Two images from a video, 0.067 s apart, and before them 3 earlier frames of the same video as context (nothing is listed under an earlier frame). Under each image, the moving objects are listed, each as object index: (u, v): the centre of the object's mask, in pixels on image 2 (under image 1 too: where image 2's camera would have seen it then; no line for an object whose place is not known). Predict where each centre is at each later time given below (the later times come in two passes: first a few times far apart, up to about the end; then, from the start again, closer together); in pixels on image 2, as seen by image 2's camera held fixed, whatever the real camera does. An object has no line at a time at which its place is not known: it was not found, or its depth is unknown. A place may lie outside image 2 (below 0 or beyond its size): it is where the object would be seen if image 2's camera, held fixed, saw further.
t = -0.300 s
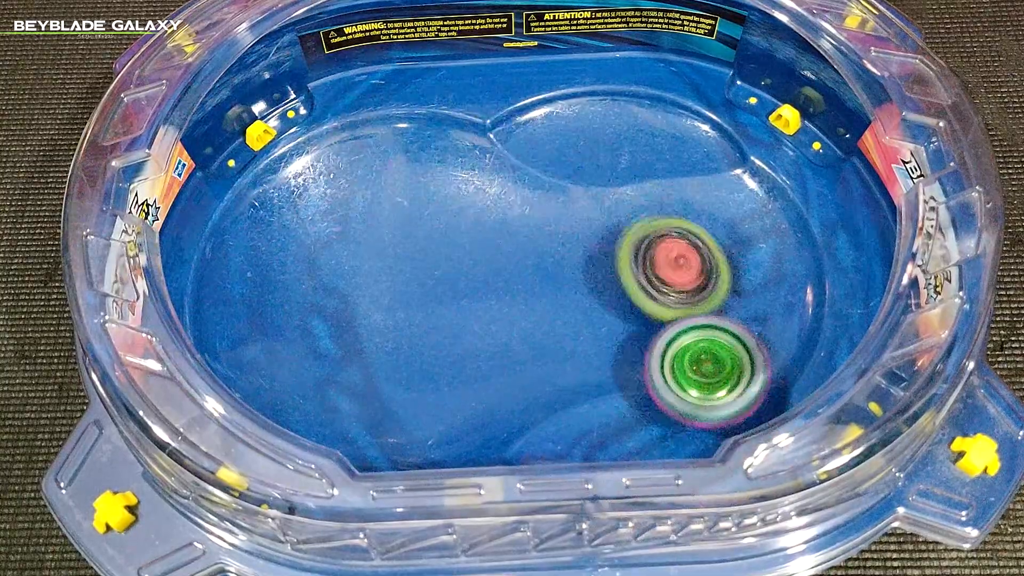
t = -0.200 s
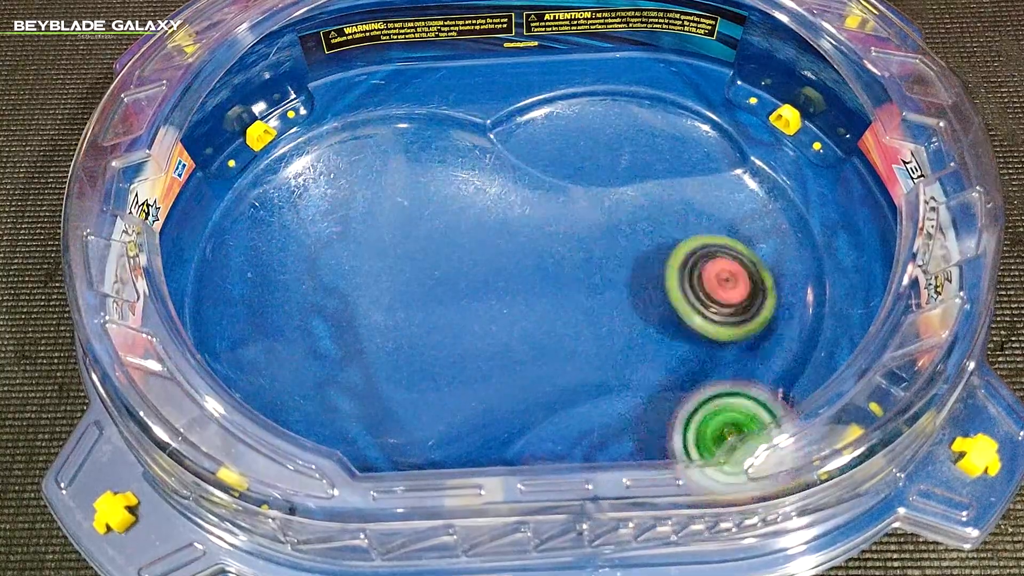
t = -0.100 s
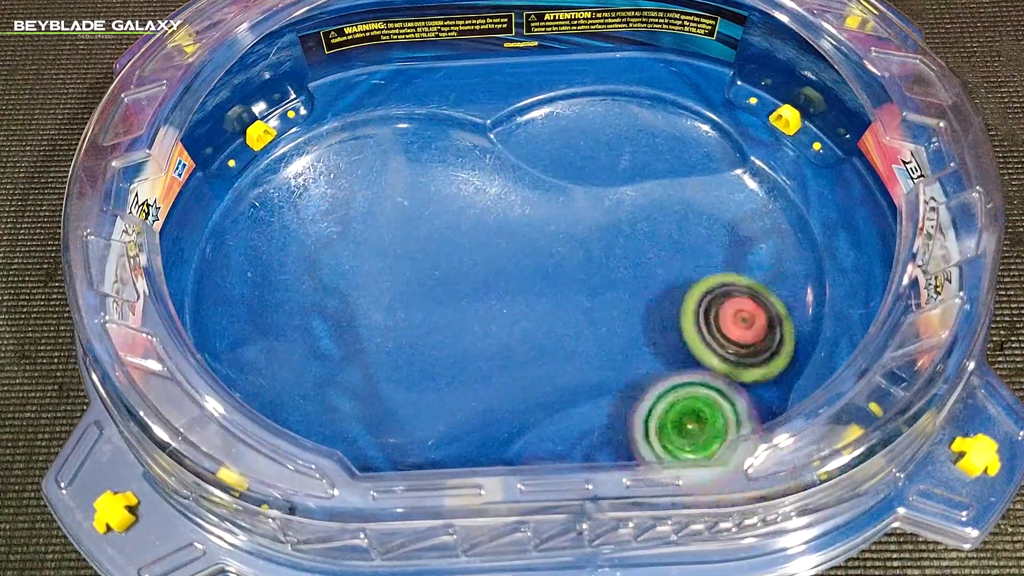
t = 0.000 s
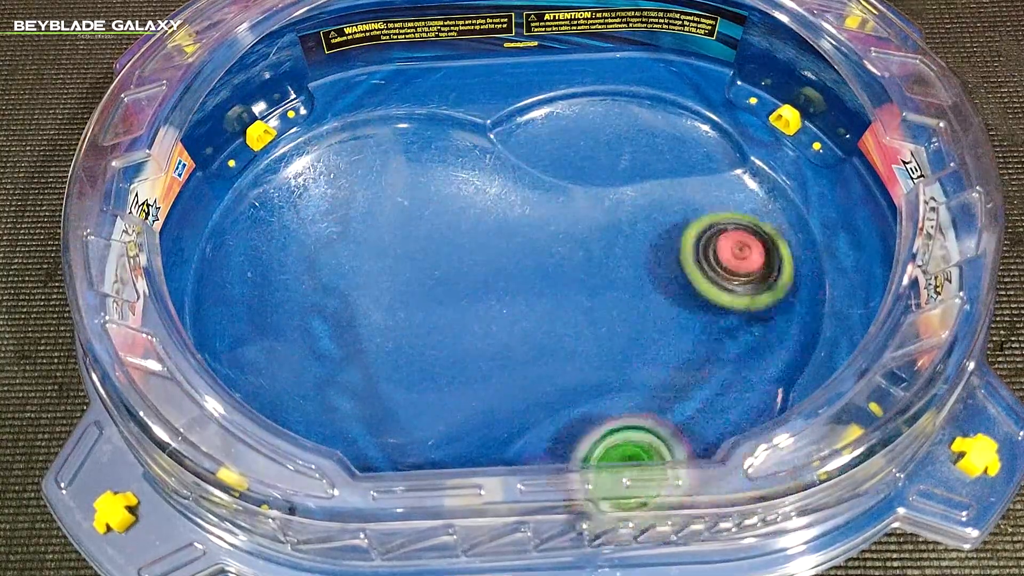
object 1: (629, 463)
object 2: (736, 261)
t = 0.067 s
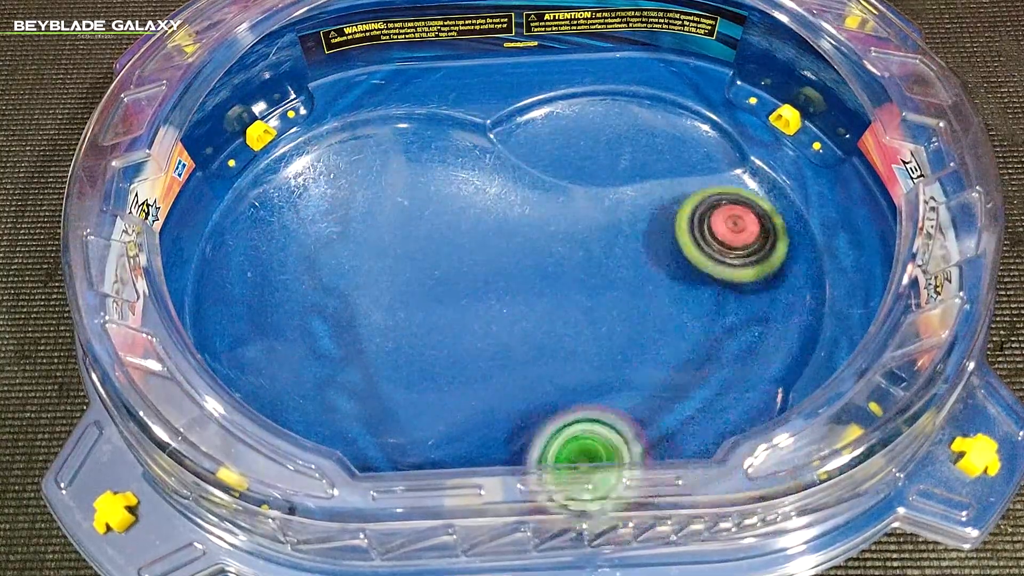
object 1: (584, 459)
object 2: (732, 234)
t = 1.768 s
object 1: (287, 310)
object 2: (497, 265)
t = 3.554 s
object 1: (371, 316)
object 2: (486, 245)
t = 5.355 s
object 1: (355, 260)
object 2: (466, 338)
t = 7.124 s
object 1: (479, 251)
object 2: (363, 299)
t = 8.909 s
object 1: (529, 310)
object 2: (376, 288)
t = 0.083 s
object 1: (577, 457)
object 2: (730, 230)
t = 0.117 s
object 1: (559, 457)
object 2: (727, 227)
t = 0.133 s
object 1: (550, 456)
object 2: (726, 227)
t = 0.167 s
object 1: (534, 456)
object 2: (724, 229)
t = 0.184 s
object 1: (527, 453)
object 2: (724, 233)
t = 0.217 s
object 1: (514, 452)
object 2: (724, 243)
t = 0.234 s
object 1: (510, 450)
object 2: (725, 250)
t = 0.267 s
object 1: (507, 443)
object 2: (729, 265)
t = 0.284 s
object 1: (507, 441)
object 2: (732, 274)
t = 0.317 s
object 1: (508, 443)
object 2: (739, 295)
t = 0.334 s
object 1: (508, 439)
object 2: (742, 305)
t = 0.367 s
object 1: (512, 444)
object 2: (744, 329)
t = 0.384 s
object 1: (515, 444)
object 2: (742, 340)
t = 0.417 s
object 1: (522, 447)
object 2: (729, 362)
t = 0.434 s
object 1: (528, 449)
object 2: (719, 372)
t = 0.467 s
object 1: (539, 452)
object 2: (695, 392)
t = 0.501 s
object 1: (554, 454)
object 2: (676, 410)
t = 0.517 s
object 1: (560, 455)
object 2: (670, 415)
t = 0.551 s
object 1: (555, 462)
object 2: (665, 416)
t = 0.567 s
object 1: (548, 469)
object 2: (663, 416)
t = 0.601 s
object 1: (539, 441)
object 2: (658, 412)
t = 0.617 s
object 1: (537, 439)
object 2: (654, 411)
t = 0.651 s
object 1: (534, 435)
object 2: (643, 406)
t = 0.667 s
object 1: (531, 430)
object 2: (640, 402)
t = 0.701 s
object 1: (517, 422)
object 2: (633, 392)
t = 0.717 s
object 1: (511, 420)
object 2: (627, 387)
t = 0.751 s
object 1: (490, 406)
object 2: (624, 369)
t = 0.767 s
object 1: (479, 399)
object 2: (625, 360)
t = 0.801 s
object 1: (458, 385)
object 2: (620, 339)
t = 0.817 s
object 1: (449, 373)
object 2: (616, 328)
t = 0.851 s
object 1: (432, 352)
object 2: (607, 309)
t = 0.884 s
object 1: (419, 333)
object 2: (597, 297)
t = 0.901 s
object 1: (414, 324)
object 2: (592, 292)
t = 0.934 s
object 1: (405, 308)
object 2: (584, 284)
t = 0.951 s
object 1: (400, 302)
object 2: (583, 281)
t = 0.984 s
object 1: (394, 294)
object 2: (577, 277)
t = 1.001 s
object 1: (391, 290)
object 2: (573, 277)
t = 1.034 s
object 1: (385, 284)
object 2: (565, 272)
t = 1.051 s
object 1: (382, 281)
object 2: (561, 271)
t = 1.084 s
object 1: (376, 278)
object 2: (548, 268)
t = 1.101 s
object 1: (374, 276)
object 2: (540, 267)
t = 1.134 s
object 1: (368, 272)
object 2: (525, 263)
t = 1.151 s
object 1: (365, 272)
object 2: (516, 262)
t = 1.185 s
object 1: (360, 271)
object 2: (499, 259)
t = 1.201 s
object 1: (358, 270)
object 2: (490, 257)
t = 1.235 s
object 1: (352, 269)
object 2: (475, 252)
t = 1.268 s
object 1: (349, 270)
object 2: (462, 246)
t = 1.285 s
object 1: (346, 270)
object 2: (458, 243)
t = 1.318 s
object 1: (336, 271)
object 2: (460, 237)
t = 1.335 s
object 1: (333, 272)
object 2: (462, 235)
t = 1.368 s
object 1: (328, 274)
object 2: (469, 230)
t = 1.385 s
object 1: (326, 275)
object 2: (475, 229)
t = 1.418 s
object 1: (324, 279)
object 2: (488, 228)
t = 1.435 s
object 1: (323, 281)
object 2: (494, 229)
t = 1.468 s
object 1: (322, 285)
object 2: (506, 233)
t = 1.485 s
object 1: (323, 287)
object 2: (510, 237)
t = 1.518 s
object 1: (324, 291)
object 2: (513, 246)
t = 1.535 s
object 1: (325, 292)
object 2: (511, 250)
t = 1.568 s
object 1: (329, 296)
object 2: (504, 258)
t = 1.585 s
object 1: (332, 297)
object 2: (498, 262)
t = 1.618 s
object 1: (336, 299)
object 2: (481, 268)
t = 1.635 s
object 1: (340, 300)
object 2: (471, 271)
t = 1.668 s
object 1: (336, 302)
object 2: (461, 275)
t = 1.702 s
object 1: (308, 305)
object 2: (477, 271)
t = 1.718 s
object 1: (299, 306)
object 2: (483, 270)
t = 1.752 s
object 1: (288, 309)
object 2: (492, 267)
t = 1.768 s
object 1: (287, 310)
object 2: (497, 265)
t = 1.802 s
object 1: (289, 314)
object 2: (504, 263)
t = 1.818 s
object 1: (293, 317)
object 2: (507, 262)
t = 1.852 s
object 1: (300, 321)
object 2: (513, 260)
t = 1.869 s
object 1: (304, 324)
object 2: (516, 260)
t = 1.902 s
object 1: (313, 328)
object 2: (519, 258)
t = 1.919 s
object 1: (317, 329)
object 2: (521, 258)
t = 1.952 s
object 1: (325, 332)
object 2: (524, 257)
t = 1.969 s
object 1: (331, 333)
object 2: (524, 256)
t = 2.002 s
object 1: (339, 333)
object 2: (526, 257)
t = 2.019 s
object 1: (343, 333)
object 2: (525, 256)
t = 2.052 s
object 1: (353, 331)
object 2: (526, 256)
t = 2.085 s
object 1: (361, 329)
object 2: (524, 256)
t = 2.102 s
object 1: (365, 327)
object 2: (523, 256)
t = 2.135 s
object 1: (371, 323)
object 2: (521, 257)
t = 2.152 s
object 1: (374, 321)
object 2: (518, 256)
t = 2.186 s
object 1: (380, 316)
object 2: (515, 258)
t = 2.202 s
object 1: (381, 314)
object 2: (512, 257)
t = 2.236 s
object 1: (385, 309)
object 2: (506, 258)
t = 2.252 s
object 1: (386, 306)
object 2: (502, 258)
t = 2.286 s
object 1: (388, 301)
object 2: (495, 258)
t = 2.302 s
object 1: (378, 300)
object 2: (501, 257)
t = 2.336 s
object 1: (361, 296)
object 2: (514, 253)
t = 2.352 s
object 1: (357, 294)
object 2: (520, 252)
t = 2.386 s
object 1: (352, 291)
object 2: (532, 251)
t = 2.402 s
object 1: (352, 291)
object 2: (538, 250)
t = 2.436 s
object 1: (354, 291)
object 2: (549, 252)
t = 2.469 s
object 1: (357, 293)
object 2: (558, 252)
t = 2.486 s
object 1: (359, 292)
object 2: (561, 254)
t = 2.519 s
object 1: (363, 293)
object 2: (567, 256)
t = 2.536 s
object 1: (364, 292)
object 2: (567, 257)
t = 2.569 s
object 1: (368, 292)
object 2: (567, 259)
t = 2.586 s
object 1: (369, 291)
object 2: (566, 260)
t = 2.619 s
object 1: (372, 290)
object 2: (563, 262)
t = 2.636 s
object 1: (373, 289)
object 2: (561, 262)
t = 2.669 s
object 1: (375, 288)
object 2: (554, 264)
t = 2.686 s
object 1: (376, 286)
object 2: (551, 265)
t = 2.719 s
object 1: (378, 285)
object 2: (541, 267)
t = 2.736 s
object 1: (379, 283)
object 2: (536, 268)
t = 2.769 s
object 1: (380, 281)
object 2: (525, 270)
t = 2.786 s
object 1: (381, 280)
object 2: (517, 269)
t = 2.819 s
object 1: (382, 278)
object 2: (504, 271)
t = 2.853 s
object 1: (377, 277)
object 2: (497, 270)
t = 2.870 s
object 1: (371, 276)
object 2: (497, 268)
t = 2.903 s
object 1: (364, 277)
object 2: (495, 265)
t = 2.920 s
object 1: (362, 277)
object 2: (492, 264)
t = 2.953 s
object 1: (360, 280)
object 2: (489, 262)
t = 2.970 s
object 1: (360, 281)
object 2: (488, 260)
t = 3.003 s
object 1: (360, 284)
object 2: (483, 258)
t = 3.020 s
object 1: (360, 286)
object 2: (482, 257)
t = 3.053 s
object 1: (361, 289)
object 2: (477, 253)
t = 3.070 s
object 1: (361, 291)
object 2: (476, 253)
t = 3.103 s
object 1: (363, 294)
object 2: (474, 250)
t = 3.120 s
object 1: (364, 296)
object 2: (473, 249)
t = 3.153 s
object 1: (366, 298)
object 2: (471, 248)
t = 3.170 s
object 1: (366, 300)
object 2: (471, 247)
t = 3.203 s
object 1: (367, 301)
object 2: (470, 246)
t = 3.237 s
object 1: (369, 303)
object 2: (470, 246)
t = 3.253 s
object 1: (371, 304)
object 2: (471, 245)
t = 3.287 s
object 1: (373, 305)
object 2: (471, 245)
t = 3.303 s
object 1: (374, 305)
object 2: (472, 245)
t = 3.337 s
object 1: (374, 306)
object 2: (473, 244)
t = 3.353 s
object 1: (375, 307)
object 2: (473, 244)
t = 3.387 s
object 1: (376, 307)
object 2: (475, 245)
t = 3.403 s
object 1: (377, 307)
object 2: (474, 245)
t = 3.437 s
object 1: (375, 310)
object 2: (477, 245)
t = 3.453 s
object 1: (371, 312)
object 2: (481, 243)
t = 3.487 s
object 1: (370, 314)
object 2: (482, 243)
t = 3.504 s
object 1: (370, 314)
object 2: (484, 244)
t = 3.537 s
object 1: (371, 315)
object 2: (485, 245)
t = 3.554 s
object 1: (371, 316)
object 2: (486, 245)
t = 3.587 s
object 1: (372, 318)
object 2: (485, 248)
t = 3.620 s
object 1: (372, 319)
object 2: (481, 250)
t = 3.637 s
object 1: (372, 320)
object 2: (478, 252)
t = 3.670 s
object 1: (373, 321)
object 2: (471, 255)
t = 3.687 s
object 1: (371, 322)
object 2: (467, 255)
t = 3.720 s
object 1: (352, 331)
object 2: (479, 247)
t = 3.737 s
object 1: (343, 336)
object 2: (486, 243)
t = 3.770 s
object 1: (336, 339)
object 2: (498, 235)
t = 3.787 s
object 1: (335, 342)
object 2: (505, 233)
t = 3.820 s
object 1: (335, 344)
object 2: (519, 228)
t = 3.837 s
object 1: (337, 346)
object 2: (526, 227)
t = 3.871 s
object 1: (338, 349)
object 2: (542, 225)
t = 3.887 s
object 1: (341, 351)
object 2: (549, 226)
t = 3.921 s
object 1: (342, 354)
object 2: (565, 226)
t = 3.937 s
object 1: (345, 354)
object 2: (572, 226)
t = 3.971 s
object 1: (347, 357)
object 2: (588, 229)
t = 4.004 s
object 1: (349, 359)
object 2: (602, 232)
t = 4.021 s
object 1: (352, 359)
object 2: (606, 235)
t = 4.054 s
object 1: (354, 360)
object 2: (615, 241)
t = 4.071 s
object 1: (356, 359)
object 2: (616, 243)
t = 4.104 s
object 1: (359, 359)
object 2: (617, 248)
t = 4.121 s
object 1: (360, 357)
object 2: (617, 250)
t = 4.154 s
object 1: (365, 356)
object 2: (614, 256)
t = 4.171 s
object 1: (364, 355)
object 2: (611, 258)
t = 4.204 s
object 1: (368, 352)
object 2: (604, 264)
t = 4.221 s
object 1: (369, 351)
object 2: (601, 268)
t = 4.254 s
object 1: (372, 346)
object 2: (589, 274)
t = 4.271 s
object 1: (374, 345)
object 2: (583, 277)
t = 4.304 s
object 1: (376, 340)
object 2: (572, 282)
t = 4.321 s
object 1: (378, 338)
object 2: (565, 286)
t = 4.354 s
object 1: (379, 333)
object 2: (553, 293)
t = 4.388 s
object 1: (381, 326)
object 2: (539, 299)
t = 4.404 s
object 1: (383, 324)
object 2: (531, 303)
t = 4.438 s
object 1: (382, 318)
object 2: (515, 310)
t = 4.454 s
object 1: (384, 315)
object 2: (505, 313)
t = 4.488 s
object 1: (377, 310)
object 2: (495, 317)
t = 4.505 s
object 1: (369, 306)
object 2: (495, 319)
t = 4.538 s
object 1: (360, 300)
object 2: (492, 325)
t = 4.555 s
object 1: (358, 297)
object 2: (490, 327)
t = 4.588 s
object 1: (357, 293)
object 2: (483, 329)
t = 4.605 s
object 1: (357, 292)
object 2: (478, 331)
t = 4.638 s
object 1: (356, 289)
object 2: (466, 333)
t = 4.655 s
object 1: (356, 288)
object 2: (459, 332)
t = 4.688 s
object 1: (348, 280)
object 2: (456, 336)
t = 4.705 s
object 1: (344, 277)
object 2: (457, 340)
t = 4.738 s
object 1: (340, 274)
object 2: (454, 343)
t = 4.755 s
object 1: (339, 272)
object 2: (451, 345)
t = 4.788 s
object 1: (337, 272)
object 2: (443, 346)
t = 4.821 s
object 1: (335, 272)
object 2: (438, 344)
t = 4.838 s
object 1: (335, 271)
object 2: (433, 342)
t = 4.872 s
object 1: (335, 271)
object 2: (425, 339)
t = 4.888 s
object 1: (334, 271)
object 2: (423, 336)
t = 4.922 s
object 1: (332, 267)
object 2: (425, 334)
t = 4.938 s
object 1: (331, 268)
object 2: (428, 334)
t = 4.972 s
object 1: (332, 267)
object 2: (429, 333)
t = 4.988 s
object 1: (333, 268)
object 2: (430, 334)
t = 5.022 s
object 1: (334, 268)
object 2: (433, 332)
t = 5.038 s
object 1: (335, 268)
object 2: (433, 331)
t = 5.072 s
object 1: (338, 269)
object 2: (435, 331)
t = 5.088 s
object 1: (338, 268)
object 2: (437, 330)
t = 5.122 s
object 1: (342, 268)
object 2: (437, 328)
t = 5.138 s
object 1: (343, 269)
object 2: (437, 328)
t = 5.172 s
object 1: (345, 267)
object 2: (441, 328)
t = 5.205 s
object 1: (342, 262)
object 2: (450, 330)
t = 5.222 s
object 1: (343, 261)
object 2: (455, 332)
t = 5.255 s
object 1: (345, 260)
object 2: (461, 333)
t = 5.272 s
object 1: (347, 260)
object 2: (463, 334)
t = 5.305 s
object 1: (350, 260)
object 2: (465, 337)
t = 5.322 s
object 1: (352, 260)
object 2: (466, 338)
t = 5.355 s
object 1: (355, 260)
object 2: (466, 338)
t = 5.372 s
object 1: (357, 261)
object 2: (466, 339)
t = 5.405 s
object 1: (361, 261)
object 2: (464, 341)
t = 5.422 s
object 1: (364, 261)
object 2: (463, 340)
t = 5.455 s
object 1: (368, 261)
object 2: (459, 337)
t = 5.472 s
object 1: (370, 261)
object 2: (457, 337)
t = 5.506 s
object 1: (374, 261)
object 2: (455, 335)
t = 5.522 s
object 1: (375, 260)
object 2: (453, 333)
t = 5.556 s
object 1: (375, 255)
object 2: (454, 336)
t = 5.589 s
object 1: (377, 253)
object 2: (457, 337)
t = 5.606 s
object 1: (380, 254)
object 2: (456, 336)
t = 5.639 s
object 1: (382, 253)
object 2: (455, 337)
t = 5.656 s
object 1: (385, 252)
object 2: (456, 338)
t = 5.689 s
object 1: (389, 252)
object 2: (455, 335)
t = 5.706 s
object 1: (387, 249)
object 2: (457, 339)
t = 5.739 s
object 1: (382, 239)
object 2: (461, 349)
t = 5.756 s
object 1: (381, 237)
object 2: (463, 354)
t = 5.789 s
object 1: (380, 235)
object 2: (461, 361)
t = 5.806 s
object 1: (381, 235)
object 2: (456, 364)
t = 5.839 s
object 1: (383, 237)
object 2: (446, 369)
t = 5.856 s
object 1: (383, 237)
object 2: (441, 370)
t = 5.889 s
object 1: (385, 240)
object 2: (427, 368)
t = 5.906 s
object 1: (386, 242)
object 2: (420, 365)
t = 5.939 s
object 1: (387, 245)
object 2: (409, 357)
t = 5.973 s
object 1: (389, 244)
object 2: (403, 350)
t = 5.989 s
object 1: (390, 238)
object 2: (401, 352)
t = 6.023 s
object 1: (391, 230)
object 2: (398, 357)
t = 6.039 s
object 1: (392, 228)
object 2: (397, 357)
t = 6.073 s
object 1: (393, 229)
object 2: (391, 355)
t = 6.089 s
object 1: (394, 230)
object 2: (389, 355)
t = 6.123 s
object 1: (394, 233)
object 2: (384, 351)
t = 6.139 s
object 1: (394, 233)
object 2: (383, 347)
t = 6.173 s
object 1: (395, 234)
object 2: (380, 341)
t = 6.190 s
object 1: (397, 228)
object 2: (376, 345)
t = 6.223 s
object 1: (402, 221)
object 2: (370, 348)
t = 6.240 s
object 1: (402, 219)
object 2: (369, 348)
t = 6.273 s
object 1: (404, 220)
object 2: (364, 342)
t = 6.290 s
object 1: (405, 222)
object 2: (361, 338)
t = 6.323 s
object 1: (404, 224)
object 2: (362, 330)
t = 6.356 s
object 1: (406, 225)
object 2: (363, 324)
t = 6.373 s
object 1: (409, 221)
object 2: (364, 323)
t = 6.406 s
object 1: (413, 221)
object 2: (365, 322)
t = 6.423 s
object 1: (415, 221)
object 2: (368, 320)
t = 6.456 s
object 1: (418, 222)
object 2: (371, 319)
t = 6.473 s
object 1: (420, 221)
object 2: (370, 322)
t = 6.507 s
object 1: (422, 222)
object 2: (372, 325)
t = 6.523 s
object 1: (423, 224)
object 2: (375, 326)
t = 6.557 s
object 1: (426, 225)
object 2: (375, 328)
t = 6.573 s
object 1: (426, 226)
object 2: (374, 330)
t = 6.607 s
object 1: (427, 229)
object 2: (376, 331)
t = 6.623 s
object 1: (428, 231)
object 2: (376, 331)
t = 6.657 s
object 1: (430, 233)
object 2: (374, 329)
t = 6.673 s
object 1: (431, 234)
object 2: (374, 330)
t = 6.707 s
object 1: (435, 235)
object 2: (373, 331)
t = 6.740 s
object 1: (437, 239)
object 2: (369, 330)
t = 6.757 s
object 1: (437, 240)
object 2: (367, 331)
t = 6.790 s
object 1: (439, 243)
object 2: (367, 327)
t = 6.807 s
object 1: (443, 241)
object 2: (365, 329)
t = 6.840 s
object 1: (449, 240)
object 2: (358, 327)
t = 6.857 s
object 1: (450, 241)
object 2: (355, 325)
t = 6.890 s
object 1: (452, 244)
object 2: (354, 319)
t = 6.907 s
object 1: (453, 247)
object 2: (353, 315)
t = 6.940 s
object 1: (454, 249)
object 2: (356, 306)
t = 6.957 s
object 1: (457, 248)
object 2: (355, 306)
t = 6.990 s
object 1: (469, 244)
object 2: (349, 307)
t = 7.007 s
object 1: (471, 242)
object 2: (347, 305)
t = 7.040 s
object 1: (475, 243)
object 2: (348, 304)
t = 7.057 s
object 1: (477, 246)
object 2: (349, 301)
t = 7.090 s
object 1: (478, 248)
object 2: (356, 298)
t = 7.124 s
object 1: (479, 251)
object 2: (363, 299)
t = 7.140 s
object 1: (478, 253)
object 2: (365, 301)
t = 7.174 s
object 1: (478, 256)
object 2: (374, 306)
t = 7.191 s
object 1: (479, 256)
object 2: (377, 310)
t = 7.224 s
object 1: (483, 257)
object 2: (375, 320)
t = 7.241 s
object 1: (485, 258)
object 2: (373, 325)
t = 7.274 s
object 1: (486, 261)
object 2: (366, 333)
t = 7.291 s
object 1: (486, 261)
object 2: (363, 335)
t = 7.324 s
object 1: (485, 264)
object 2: (355, 337)
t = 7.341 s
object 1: (487, 266)
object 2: (350, 336)
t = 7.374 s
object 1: (487, 268)
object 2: (346, 330)
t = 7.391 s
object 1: (485, 270)
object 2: (344, 326)
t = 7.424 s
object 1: (484, 273)
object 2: (344, 316)
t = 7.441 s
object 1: (484, 273)
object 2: (347, 312)
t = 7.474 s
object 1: (482, 275)
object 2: (353, 303)
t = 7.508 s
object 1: (480, 278)
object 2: (364, 296)
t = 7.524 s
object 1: (483, 280)
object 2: (366, 296)
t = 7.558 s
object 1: (513, 281)
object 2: (347, 293)
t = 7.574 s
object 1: (523, 283)
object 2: (342, 291)
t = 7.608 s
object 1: (542, 287)
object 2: (336, 285)
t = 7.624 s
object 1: (548, 287)
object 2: (336, 281)
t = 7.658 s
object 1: (555, 292)
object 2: (341, 273)
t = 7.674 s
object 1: (558, 293)
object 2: (343, 267)
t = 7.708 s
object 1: (557, 296)
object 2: (353, 261)
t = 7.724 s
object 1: (557, 299)
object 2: (358, 258)
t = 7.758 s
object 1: (557, 300)
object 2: (370, 257)
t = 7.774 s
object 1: (556, 300)
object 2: (375, 259)
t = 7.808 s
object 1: (556, 303)
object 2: (385, 264)
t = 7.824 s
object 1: (556, 302)
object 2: (390, 269)
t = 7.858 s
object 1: (553, 305)
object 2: (395, 278)
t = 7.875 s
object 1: (554, 307)
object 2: (399, 283)
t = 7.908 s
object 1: (551, 307)
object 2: (400, 294)
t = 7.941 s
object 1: (548, 309)
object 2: (400, 306)
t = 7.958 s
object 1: (547, 311)
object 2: (401, 312)
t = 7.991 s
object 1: (545, 312)
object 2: (399, 323)
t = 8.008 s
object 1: (541, 313)
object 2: (397, 327)
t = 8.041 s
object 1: (539, 314)
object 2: (392, 337)
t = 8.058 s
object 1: (537, 313)
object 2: (389, 340)
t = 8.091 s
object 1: (533, 314)
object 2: (382, 347)
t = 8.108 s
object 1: (532, 314)
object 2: (376, 348)
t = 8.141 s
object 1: (528, 314)
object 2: (367, 348)
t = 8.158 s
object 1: (526, 315)
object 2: (361, 348)
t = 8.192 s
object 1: (523, 314)
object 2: (352, 343)
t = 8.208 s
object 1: (519, 314)
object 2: (348, 340)
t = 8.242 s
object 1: (516, 313)
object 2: (343, 330)
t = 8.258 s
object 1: (513, 312)
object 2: (342, 326)
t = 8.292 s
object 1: (509, 311)
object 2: (341, 313)
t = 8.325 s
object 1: (505, 310)
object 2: (345, 302)
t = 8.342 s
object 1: (504, 308)
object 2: (347, 297)
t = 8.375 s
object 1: (499, 306)
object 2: (355, 287)
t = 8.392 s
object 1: (498, 306)
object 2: (359, 284)
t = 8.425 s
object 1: (494, 302)
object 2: (369, 277)
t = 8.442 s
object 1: (491, 302)
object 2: (375, 275)
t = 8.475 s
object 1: (490, 301)
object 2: (383, 272)
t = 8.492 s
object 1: (494, 301)
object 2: (384, 270)
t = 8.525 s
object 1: (503, 305)
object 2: (382, 267)
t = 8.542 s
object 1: (505, 306)
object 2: (384, 265)
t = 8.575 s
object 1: (506, 306)
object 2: (389, 263)
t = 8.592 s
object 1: (506, 304)
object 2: (393, 261)
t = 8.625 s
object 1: (506, 302)
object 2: (401, 260)
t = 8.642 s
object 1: (506, 300)
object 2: (404, 259)
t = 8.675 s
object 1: (508, 301)
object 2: (409, 260)
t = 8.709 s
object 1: (512, 304)
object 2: (411, 261)
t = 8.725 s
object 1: (514, 305)
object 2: (412, 263)
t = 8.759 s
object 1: (518, 306)
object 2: (409, 267)
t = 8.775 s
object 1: (520, 306)
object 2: (406, 269)
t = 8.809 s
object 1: (522, 307)
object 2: (399, 274)
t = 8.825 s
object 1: (523, 307)
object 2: (396, 276)
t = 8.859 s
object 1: (526, 308)
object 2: (389, 282)
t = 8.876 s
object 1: (527, 308)
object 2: (385, 283)
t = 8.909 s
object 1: (529, 310)
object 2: (376, 288)
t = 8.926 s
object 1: (530, 310)
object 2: (372, 288)
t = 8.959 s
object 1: (532, 312)
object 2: (364, 290)
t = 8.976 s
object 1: (533, 313)
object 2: (361, 288)
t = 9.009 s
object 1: (533, 315)
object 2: (354, 285)
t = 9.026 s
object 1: (534, 316)
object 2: (353, 281)
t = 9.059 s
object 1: (535, 318)
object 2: (349, 276)
